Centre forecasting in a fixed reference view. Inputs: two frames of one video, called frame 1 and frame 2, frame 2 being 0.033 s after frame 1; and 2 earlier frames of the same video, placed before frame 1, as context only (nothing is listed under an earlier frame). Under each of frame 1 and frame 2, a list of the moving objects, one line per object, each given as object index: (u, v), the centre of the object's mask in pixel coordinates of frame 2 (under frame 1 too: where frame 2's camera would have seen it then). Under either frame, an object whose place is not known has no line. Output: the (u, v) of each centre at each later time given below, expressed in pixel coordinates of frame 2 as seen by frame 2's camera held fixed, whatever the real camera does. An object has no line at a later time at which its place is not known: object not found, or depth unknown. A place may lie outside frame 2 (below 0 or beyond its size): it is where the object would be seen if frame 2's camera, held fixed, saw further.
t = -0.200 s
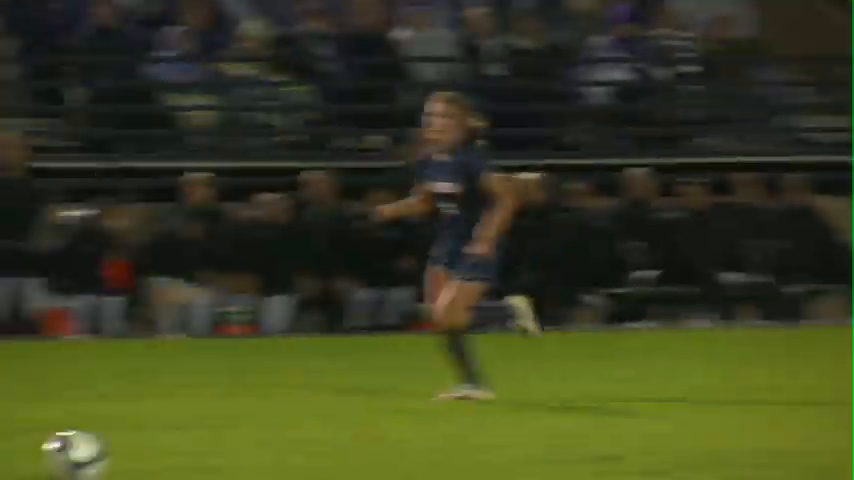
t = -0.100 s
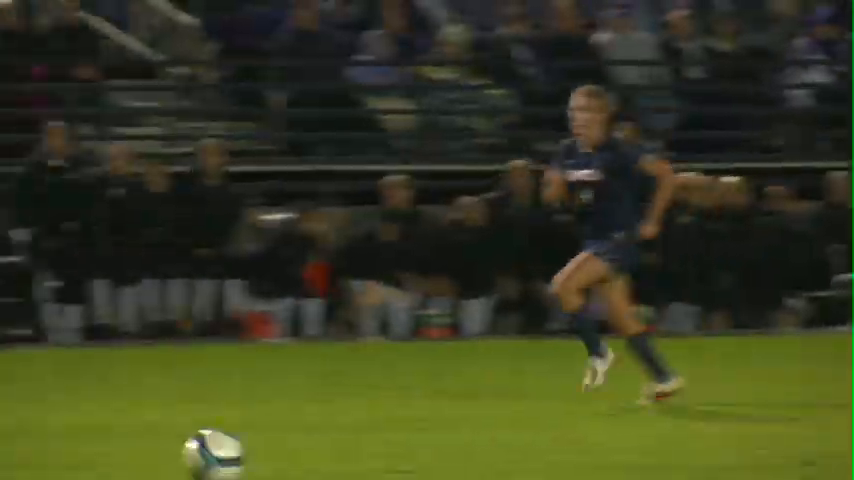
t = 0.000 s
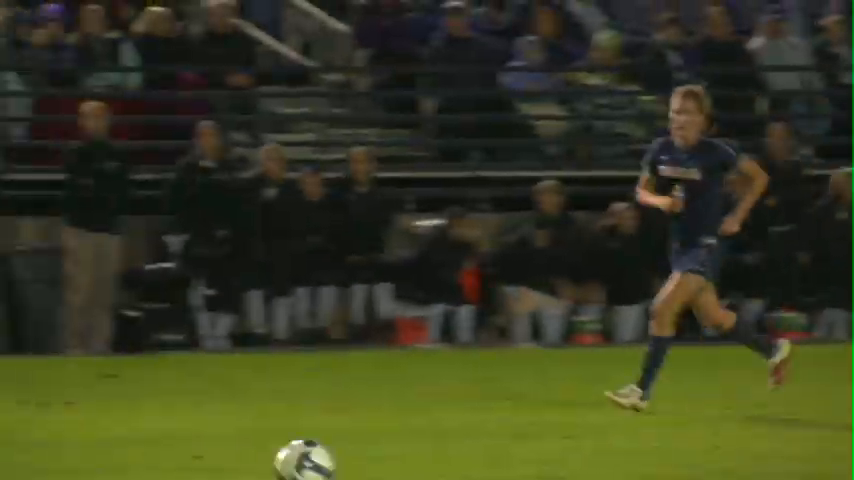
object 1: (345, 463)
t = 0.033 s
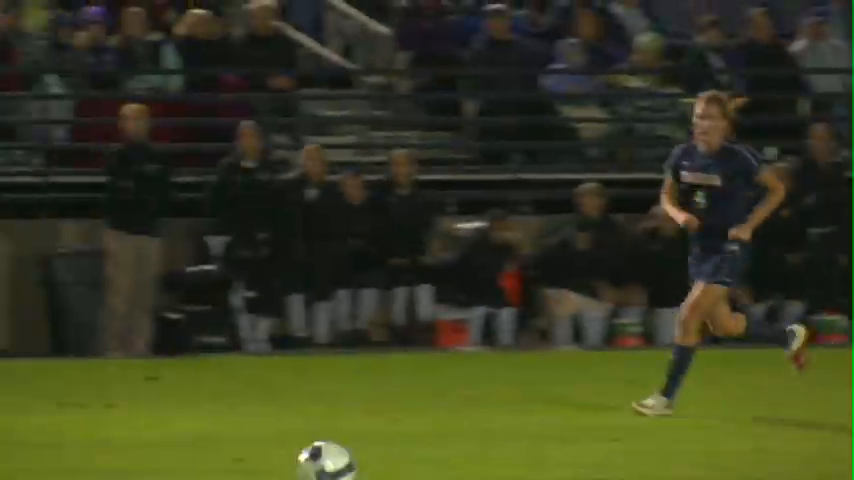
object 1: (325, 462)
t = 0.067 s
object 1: (306, 463)
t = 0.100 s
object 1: (287, 466)
